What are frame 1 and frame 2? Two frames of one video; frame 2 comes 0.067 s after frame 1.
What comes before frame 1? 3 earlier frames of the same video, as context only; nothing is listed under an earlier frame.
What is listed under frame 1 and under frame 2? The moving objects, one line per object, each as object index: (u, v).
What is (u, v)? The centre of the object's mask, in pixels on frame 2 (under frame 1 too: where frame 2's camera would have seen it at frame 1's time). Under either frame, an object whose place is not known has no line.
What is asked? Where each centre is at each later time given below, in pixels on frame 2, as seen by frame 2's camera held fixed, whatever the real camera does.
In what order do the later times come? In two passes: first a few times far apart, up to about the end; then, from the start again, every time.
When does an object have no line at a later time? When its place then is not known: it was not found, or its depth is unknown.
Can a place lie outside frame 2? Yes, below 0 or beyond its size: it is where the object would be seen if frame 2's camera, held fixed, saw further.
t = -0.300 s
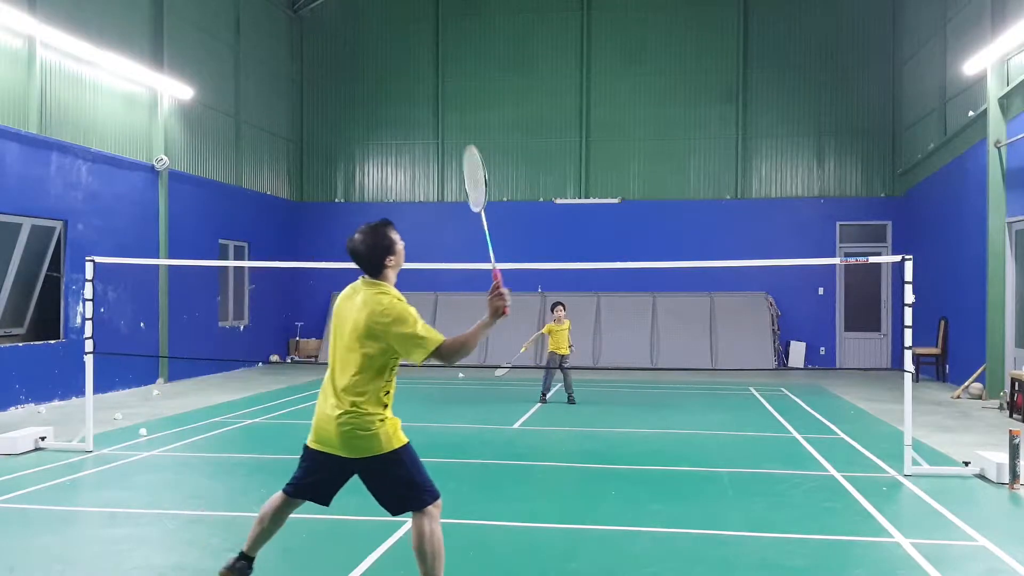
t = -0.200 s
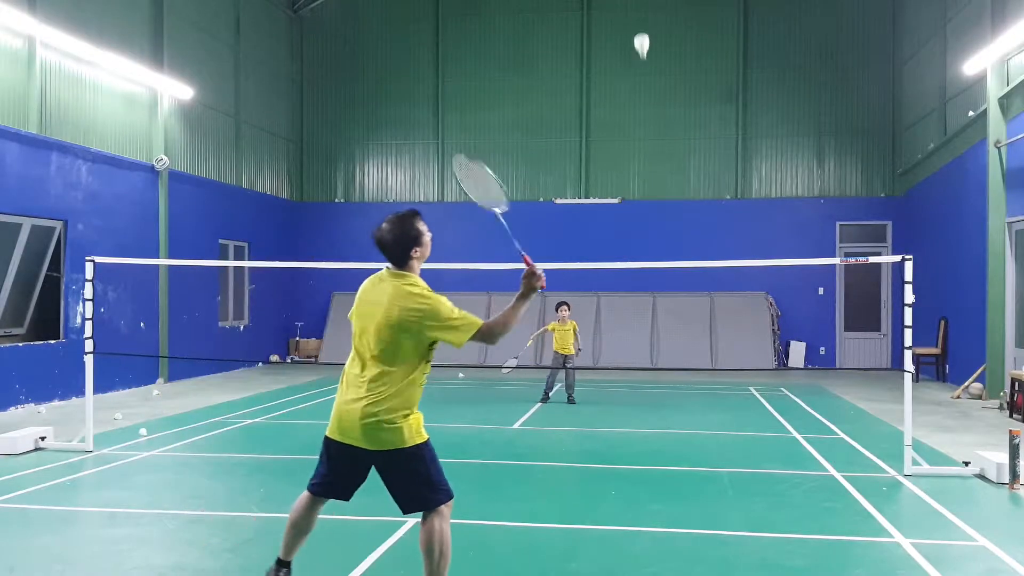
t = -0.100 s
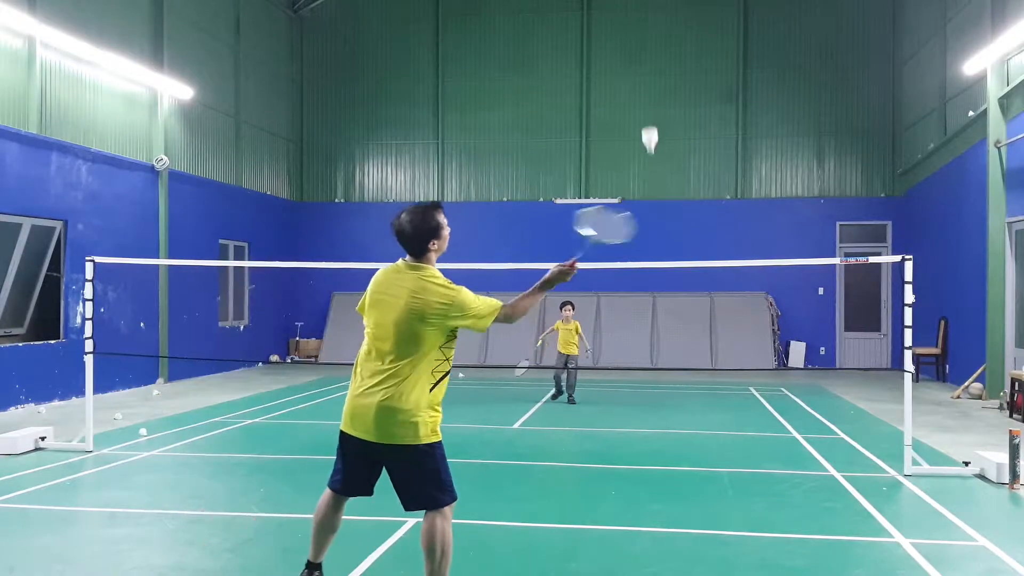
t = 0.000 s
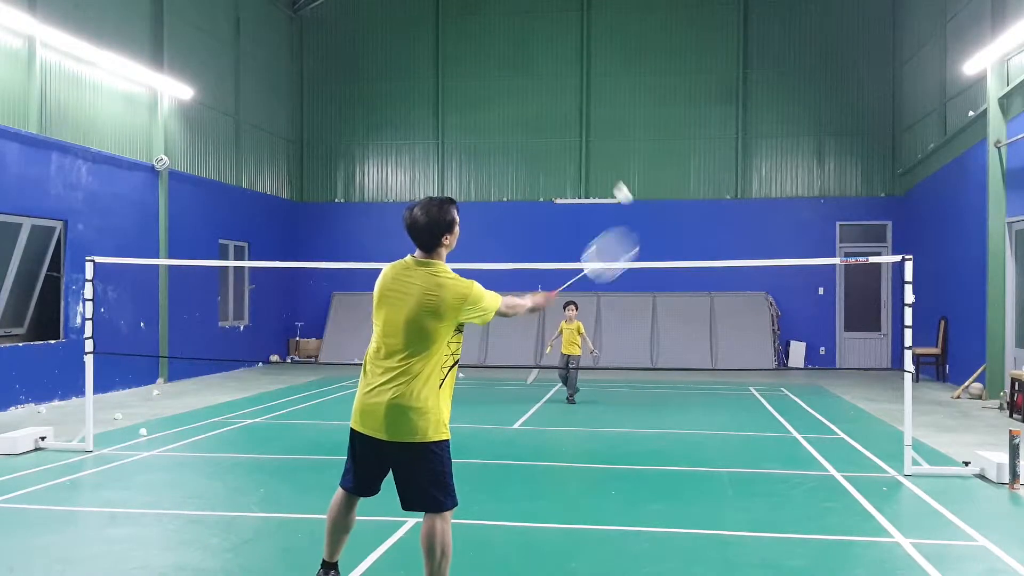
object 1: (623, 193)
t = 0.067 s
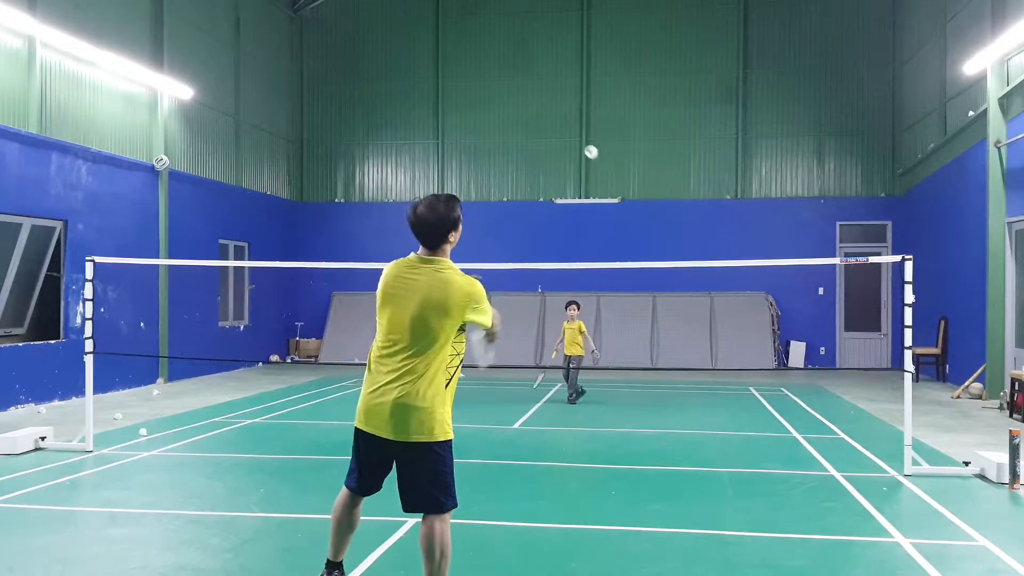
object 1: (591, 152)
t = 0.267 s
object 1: (546, 131)
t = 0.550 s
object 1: (525, 173)
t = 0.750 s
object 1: (519, 226)
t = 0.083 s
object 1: (584, 147)
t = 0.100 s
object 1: (578, 143)
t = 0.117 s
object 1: (573, 139)
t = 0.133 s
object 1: (569, 136)
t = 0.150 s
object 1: (565, 134)
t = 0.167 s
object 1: (562, 132)
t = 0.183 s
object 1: (559, 131)
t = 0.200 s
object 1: (556, 131)
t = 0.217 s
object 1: (553, 131)
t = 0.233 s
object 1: (551, 131)
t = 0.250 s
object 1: (549, 131)
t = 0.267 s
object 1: (546, 131)
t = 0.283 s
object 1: (544, 132)
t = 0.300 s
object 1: (542, 134)
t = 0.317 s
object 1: (541, 135)
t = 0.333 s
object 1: (539, 137)
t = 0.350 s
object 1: (537, 138)
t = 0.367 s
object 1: (536, 141)
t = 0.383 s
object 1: (535, 143)
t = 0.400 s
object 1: (534, 145)
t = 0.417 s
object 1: (533, 148)
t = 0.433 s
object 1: (531, 151)
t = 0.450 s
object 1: (531, 154)
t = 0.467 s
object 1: (529, 157)
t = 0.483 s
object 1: (529, 160)
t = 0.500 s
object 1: (527, 163)
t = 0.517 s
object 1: (527, 166)
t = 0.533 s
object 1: (526, 170)
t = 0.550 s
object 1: (525, 173)
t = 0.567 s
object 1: (524, 177)
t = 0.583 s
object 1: (524, 182)
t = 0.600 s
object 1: (523, 185)
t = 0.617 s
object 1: (523, 190)
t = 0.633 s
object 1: (522, 194)
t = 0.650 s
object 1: (522, 198)
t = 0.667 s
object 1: (521, 203)
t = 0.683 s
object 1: (521, 207)
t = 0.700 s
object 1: (520, 212)
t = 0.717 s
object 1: (520, 217)
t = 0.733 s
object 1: (519, 221)
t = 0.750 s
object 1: (519, 226)
